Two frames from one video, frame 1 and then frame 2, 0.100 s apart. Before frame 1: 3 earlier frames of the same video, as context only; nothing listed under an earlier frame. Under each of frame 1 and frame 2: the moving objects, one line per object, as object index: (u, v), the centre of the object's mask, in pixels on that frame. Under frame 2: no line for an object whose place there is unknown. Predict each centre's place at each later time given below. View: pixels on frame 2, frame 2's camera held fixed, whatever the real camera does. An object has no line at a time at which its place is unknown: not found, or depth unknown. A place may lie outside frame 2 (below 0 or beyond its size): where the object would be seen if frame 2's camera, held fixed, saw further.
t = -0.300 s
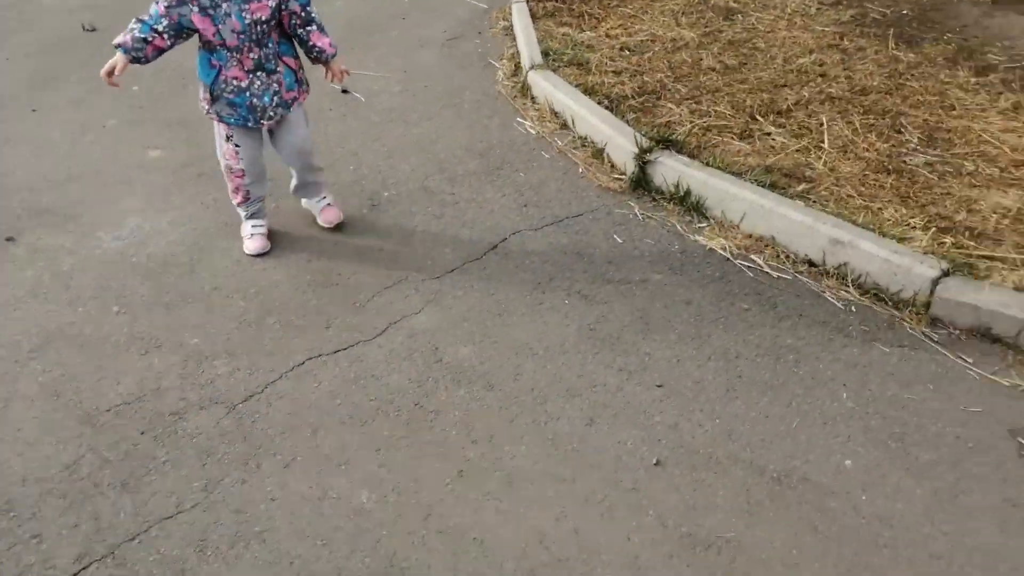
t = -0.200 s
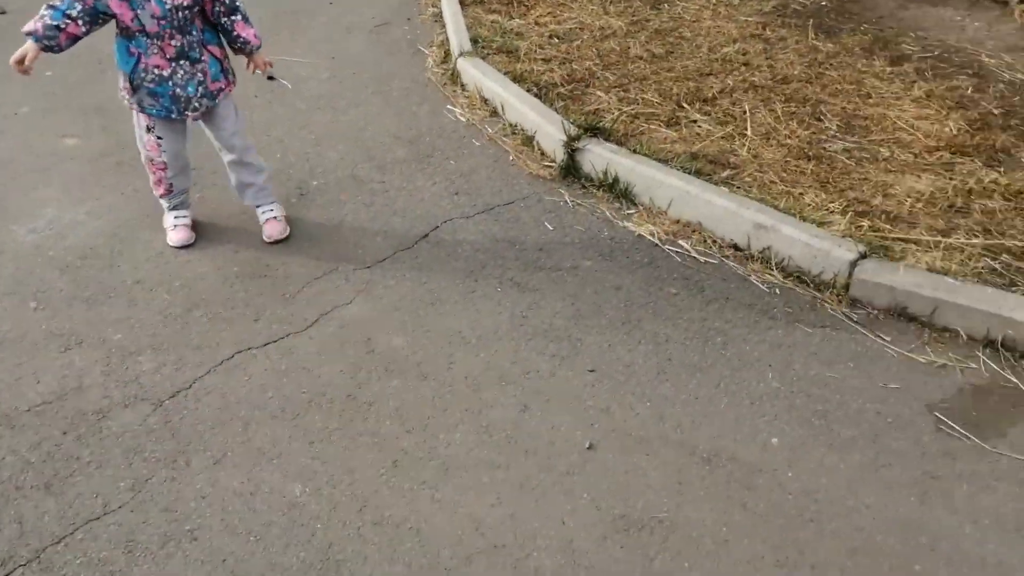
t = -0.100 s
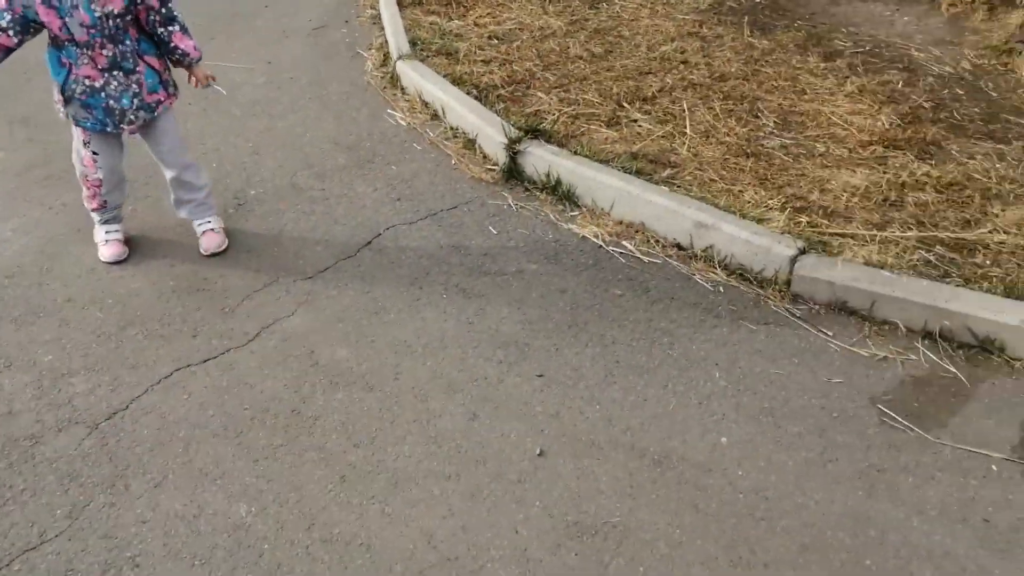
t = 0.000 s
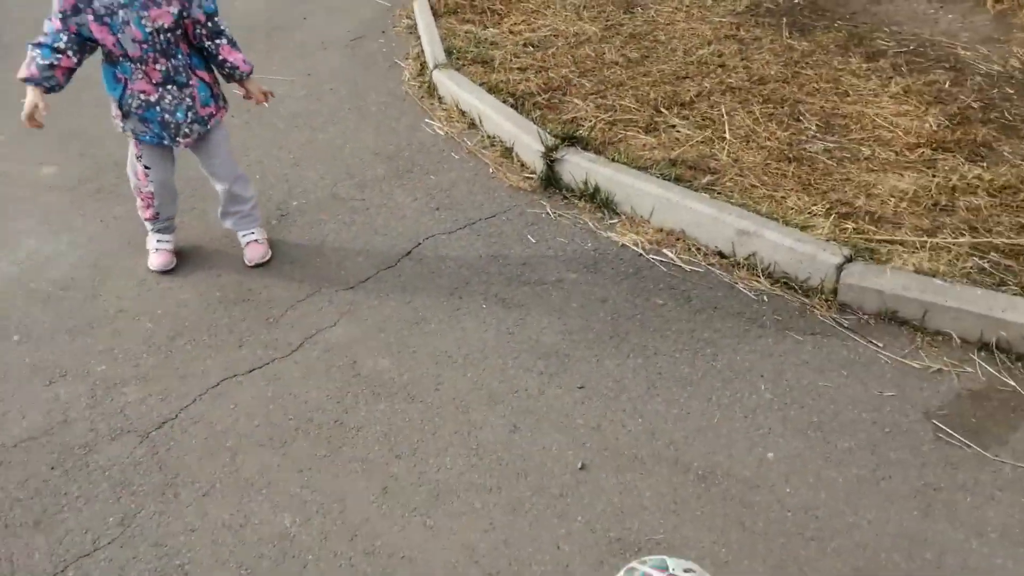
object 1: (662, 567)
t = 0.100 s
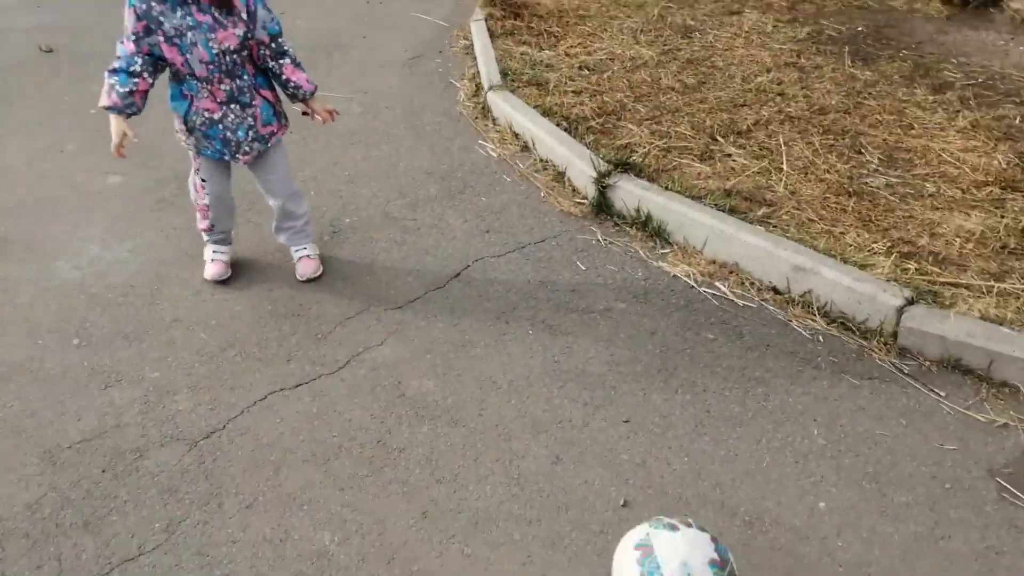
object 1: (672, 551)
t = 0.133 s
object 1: (666, 531)
